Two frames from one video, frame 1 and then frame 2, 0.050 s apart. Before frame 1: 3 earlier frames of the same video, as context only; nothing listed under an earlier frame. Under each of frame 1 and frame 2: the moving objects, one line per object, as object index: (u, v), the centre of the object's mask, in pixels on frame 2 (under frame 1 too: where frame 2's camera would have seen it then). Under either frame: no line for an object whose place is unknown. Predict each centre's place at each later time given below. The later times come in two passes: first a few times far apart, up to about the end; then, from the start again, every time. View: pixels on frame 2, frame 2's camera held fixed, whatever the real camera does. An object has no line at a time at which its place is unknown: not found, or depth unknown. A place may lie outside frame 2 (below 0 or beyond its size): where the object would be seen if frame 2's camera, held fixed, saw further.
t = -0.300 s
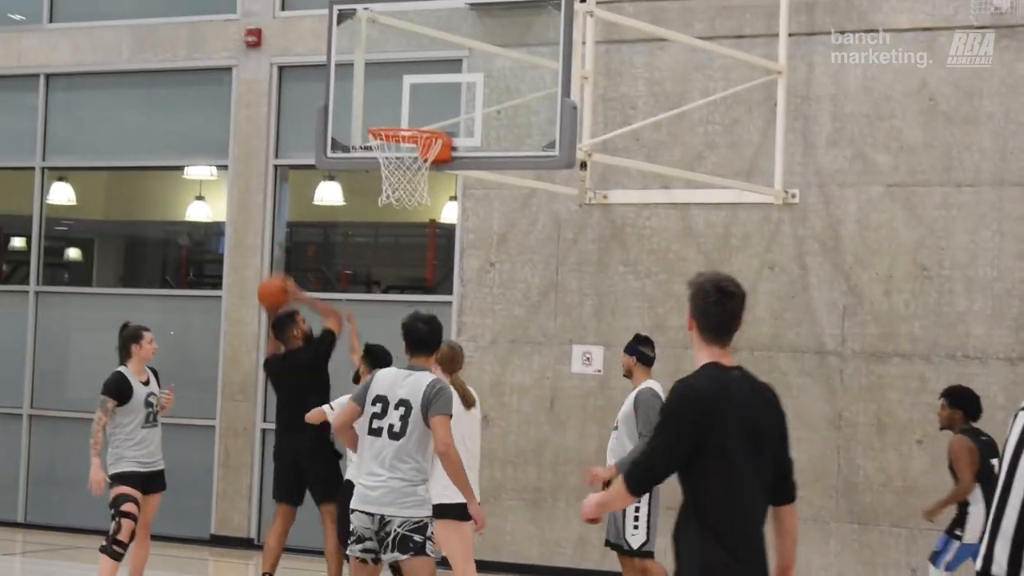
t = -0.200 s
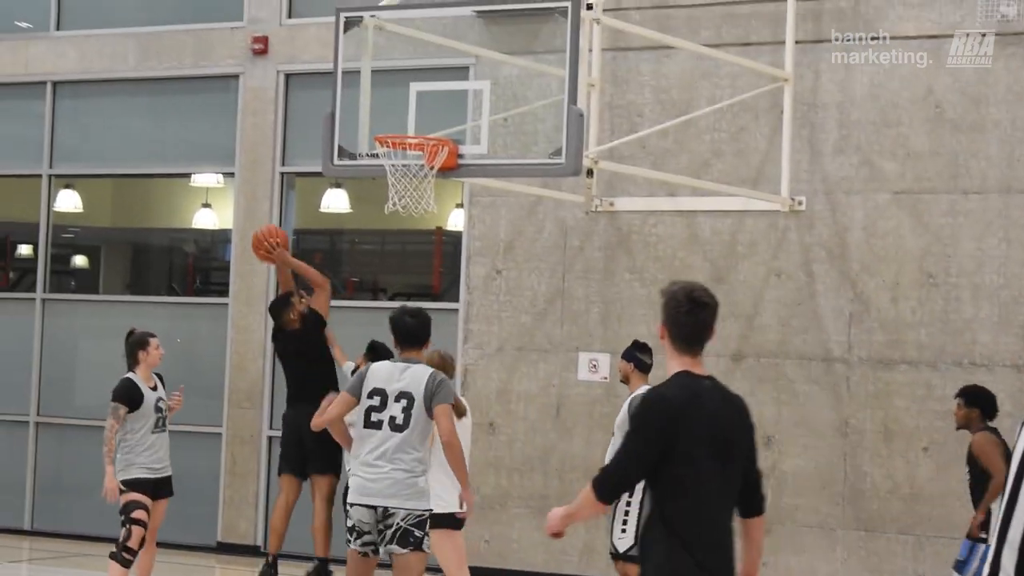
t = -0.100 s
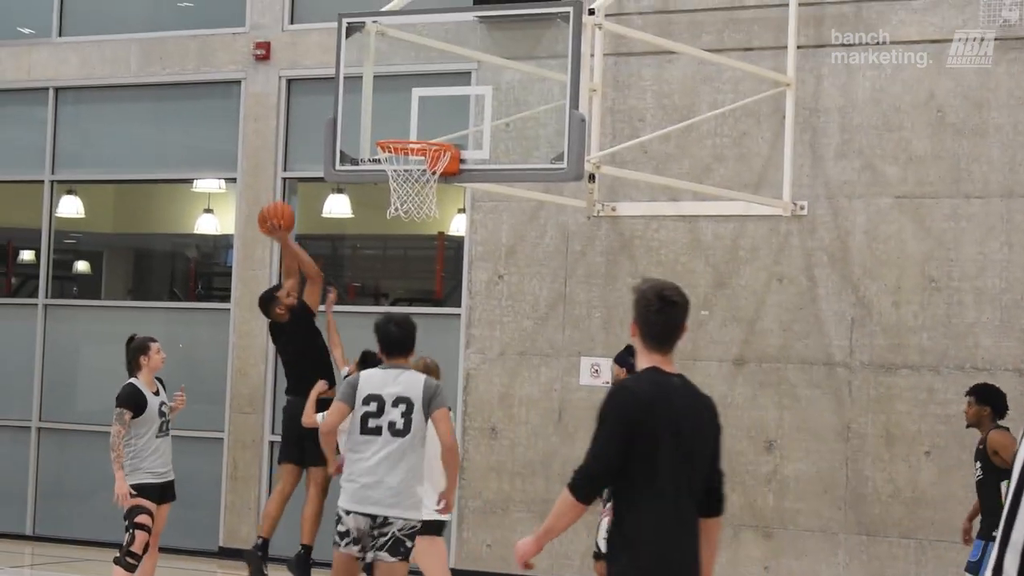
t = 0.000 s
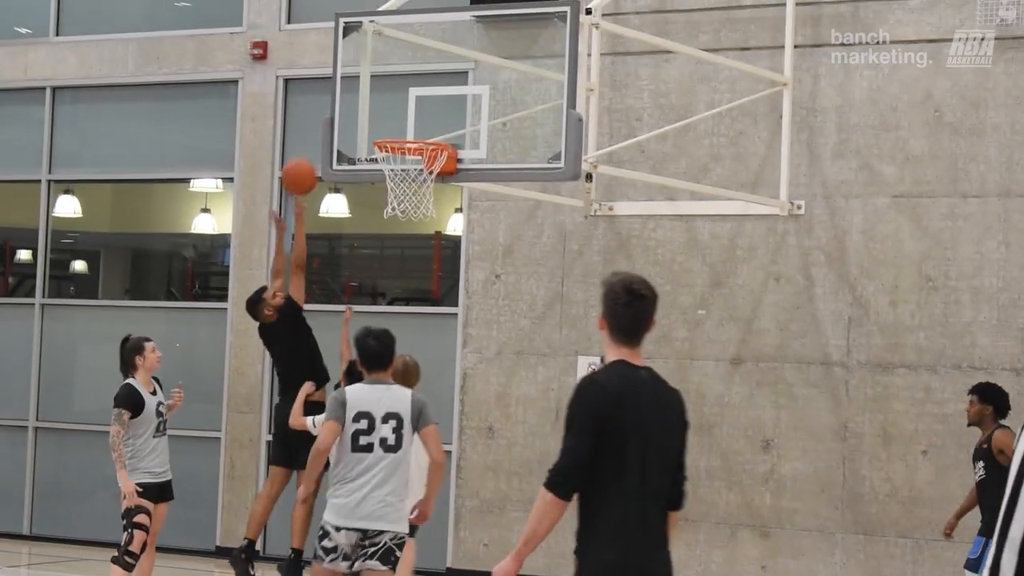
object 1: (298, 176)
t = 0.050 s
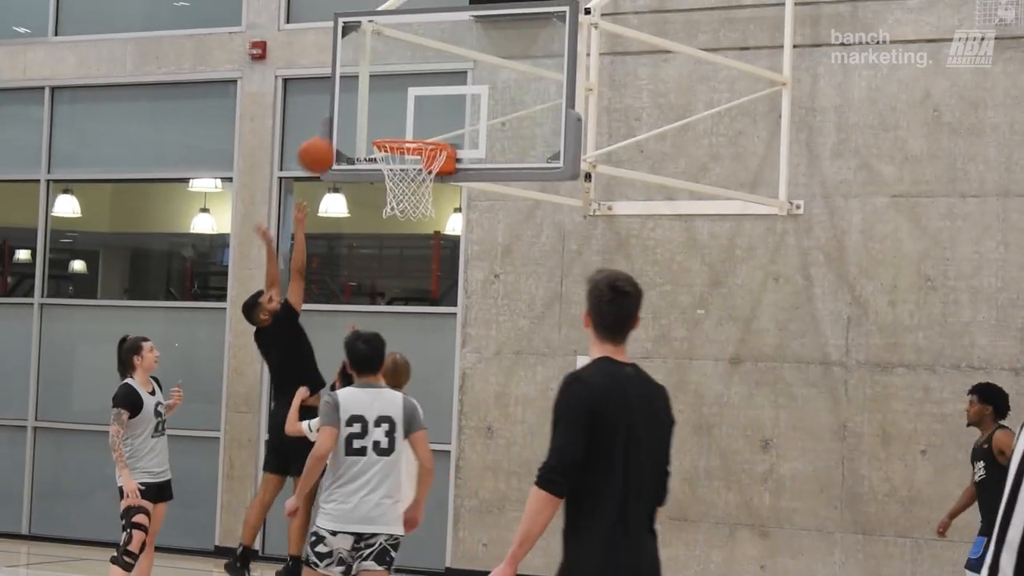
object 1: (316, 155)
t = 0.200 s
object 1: (370, 116)
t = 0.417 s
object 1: (407, 120)
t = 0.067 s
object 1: (322, 149)
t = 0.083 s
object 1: (328, 144)
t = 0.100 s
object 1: (334, 139)
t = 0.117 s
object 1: (341, 134)
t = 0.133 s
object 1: (346, 130)
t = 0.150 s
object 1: (353, 126)
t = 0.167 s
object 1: (359, 122)
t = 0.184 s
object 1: (364, 119)
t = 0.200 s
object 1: (370, 116)
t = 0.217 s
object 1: (376, 114)
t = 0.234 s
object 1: (382, 112)
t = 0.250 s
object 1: (388, 111)
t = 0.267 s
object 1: (393, 110)
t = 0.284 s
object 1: (399, 110)
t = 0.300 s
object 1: (404, 109)
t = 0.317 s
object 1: (404, 110)
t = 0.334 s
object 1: (405, 110)
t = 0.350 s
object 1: (405, 111)
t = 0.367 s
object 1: (406, 113)
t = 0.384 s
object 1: (406, 115)
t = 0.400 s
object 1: (406, 117)
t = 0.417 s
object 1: (407, 120)
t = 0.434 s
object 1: (407, 123)
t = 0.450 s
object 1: (408, 125)
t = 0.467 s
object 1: (408, 127)
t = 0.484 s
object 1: (408, 129)
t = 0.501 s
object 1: (409, 132)
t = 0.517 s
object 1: (411, 139)
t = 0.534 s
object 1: (414, 150)
